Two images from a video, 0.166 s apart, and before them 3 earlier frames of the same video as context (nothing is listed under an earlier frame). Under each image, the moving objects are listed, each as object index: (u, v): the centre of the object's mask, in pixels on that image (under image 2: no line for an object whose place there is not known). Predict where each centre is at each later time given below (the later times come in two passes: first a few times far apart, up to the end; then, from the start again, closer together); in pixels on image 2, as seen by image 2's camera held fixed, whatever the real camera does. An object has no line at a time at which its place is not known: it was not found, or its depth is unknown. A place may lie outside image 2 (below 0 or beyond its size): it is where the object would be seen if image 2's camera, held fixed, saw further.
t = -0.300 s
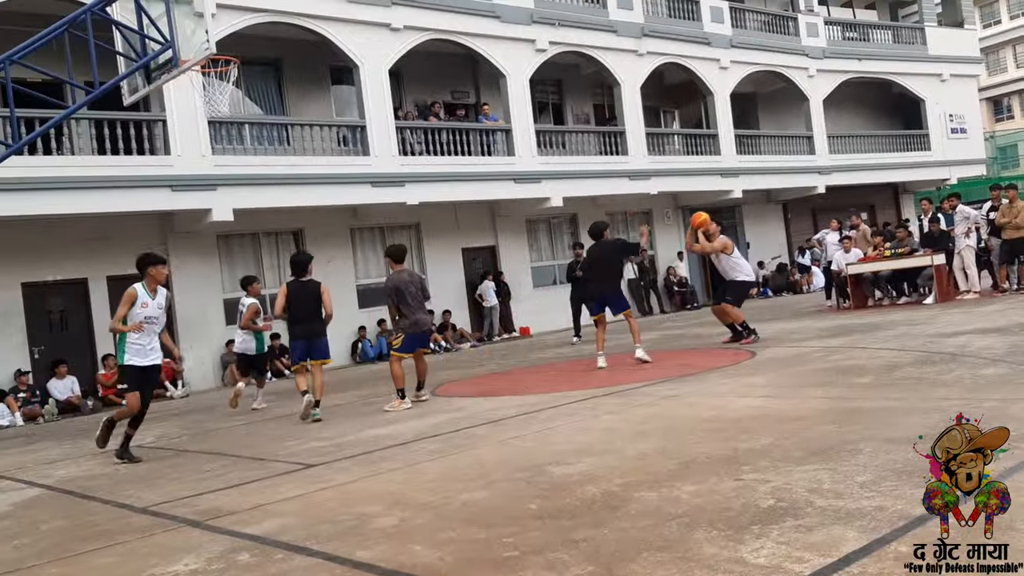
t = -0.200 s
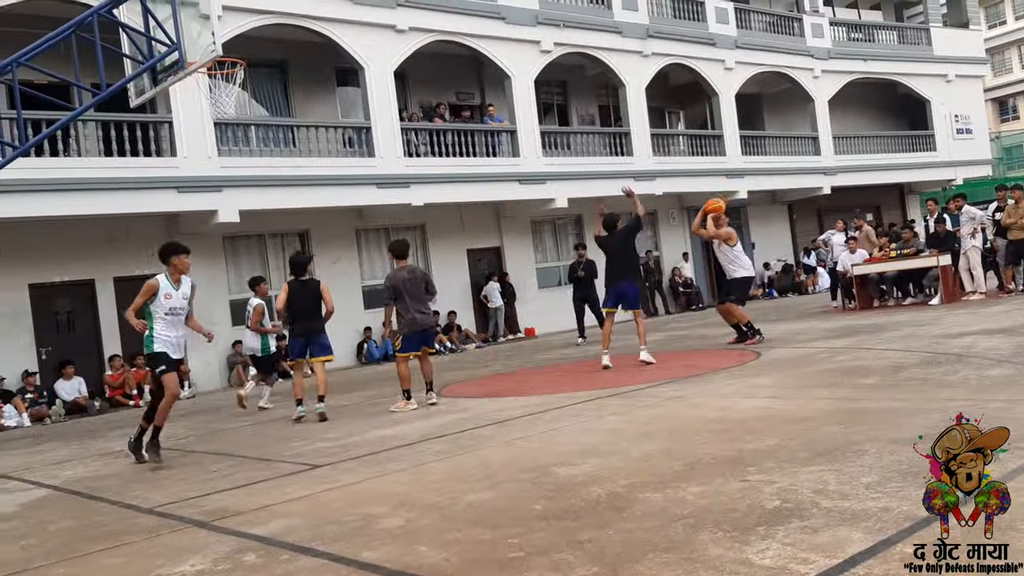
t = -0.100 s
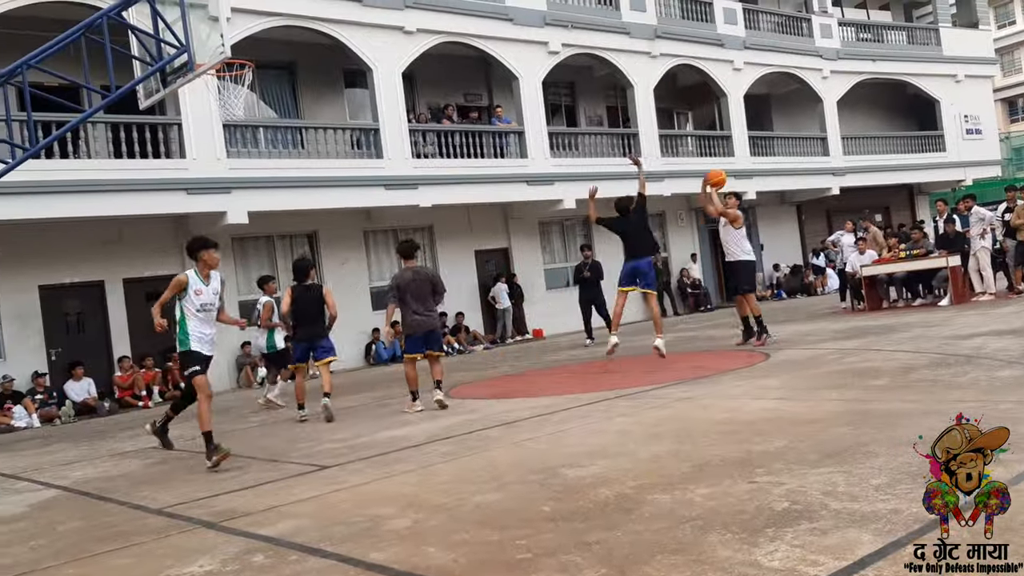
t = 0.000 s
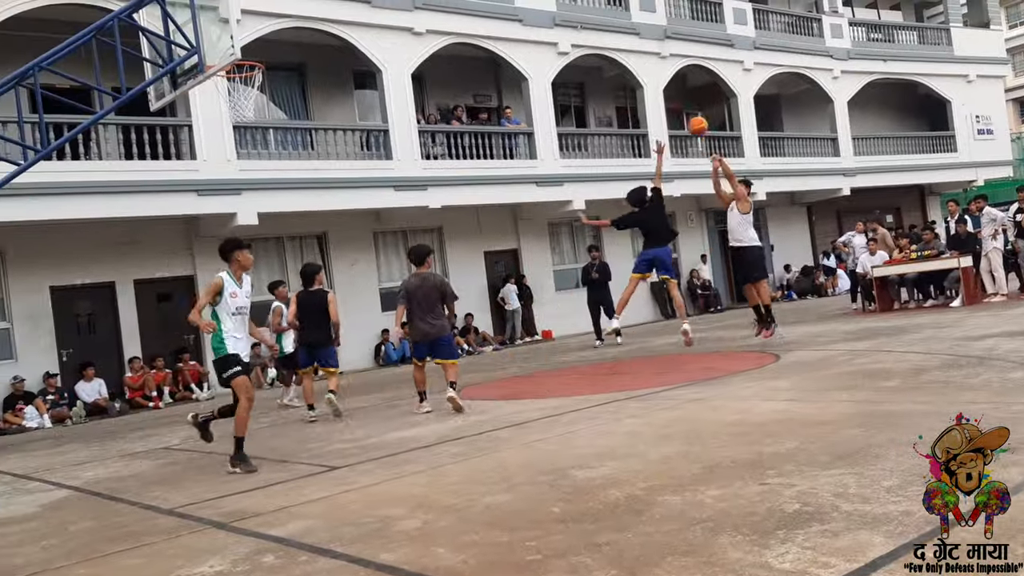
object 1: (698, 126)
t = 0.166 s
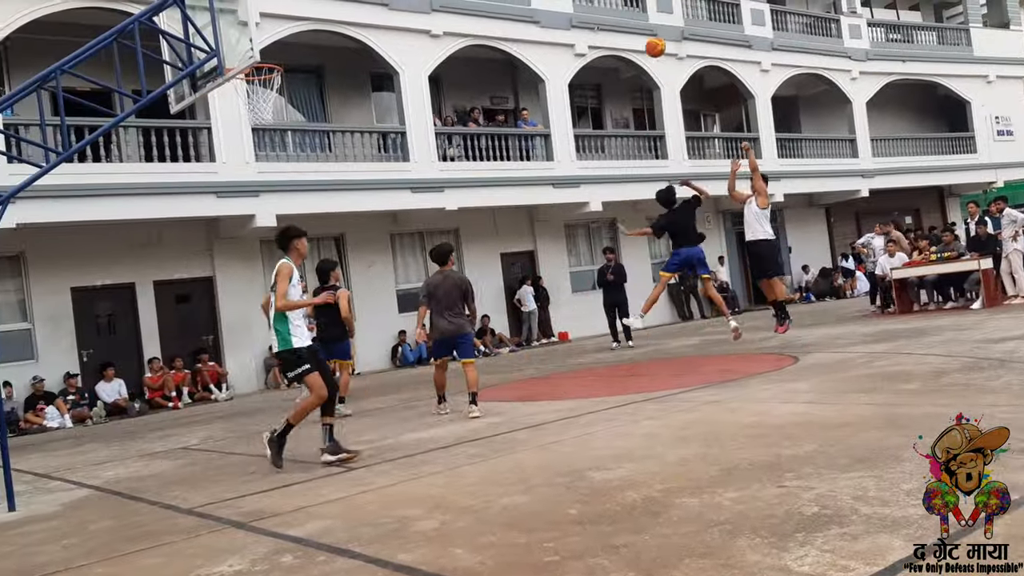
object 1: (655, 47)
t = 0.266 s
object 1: (619, 7)
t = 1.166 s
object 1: (237, 12)
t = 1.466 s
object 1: (323, 55)
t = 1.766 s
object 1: (409, 128)
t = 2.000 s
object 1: (469, 227)
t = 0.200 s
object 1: (644, 34)
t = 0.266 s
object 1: (619, 7)
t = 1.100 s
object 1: (275, -10)
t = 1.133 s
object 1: (262, -3)
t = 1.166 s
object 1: (237, 12)
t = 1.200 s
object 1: (231, 28)
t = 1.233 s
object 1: (242, 44)
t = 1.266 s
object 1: (262, 52)
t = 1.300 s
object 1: (273, 51)
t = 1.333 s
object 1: (282, 50)
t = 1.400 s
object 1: (303, 50)
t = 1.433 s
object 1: (313, 52)
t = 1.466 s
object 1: (323, 55)
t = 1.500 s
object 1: (333, 60)
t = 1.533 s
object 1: (343, 64)
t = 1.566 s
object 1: (353, 71)
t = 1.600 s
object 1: (362, 78)
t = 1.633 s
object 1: (372, 87)
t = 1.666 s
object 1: (381, 96)
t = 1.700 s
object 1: (391, 107)
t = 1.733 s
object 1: (400, 117)
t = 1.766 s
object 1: (409, 128)
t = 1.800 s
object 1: (417, 141)
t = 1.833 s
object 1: (427, 153)
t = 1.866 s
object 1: (436, 167)
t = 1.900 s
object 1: (444, 181)
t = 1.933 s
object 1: (453, 197)
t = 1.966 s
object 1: (462, 212)
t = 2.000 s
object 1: (469, 227)
